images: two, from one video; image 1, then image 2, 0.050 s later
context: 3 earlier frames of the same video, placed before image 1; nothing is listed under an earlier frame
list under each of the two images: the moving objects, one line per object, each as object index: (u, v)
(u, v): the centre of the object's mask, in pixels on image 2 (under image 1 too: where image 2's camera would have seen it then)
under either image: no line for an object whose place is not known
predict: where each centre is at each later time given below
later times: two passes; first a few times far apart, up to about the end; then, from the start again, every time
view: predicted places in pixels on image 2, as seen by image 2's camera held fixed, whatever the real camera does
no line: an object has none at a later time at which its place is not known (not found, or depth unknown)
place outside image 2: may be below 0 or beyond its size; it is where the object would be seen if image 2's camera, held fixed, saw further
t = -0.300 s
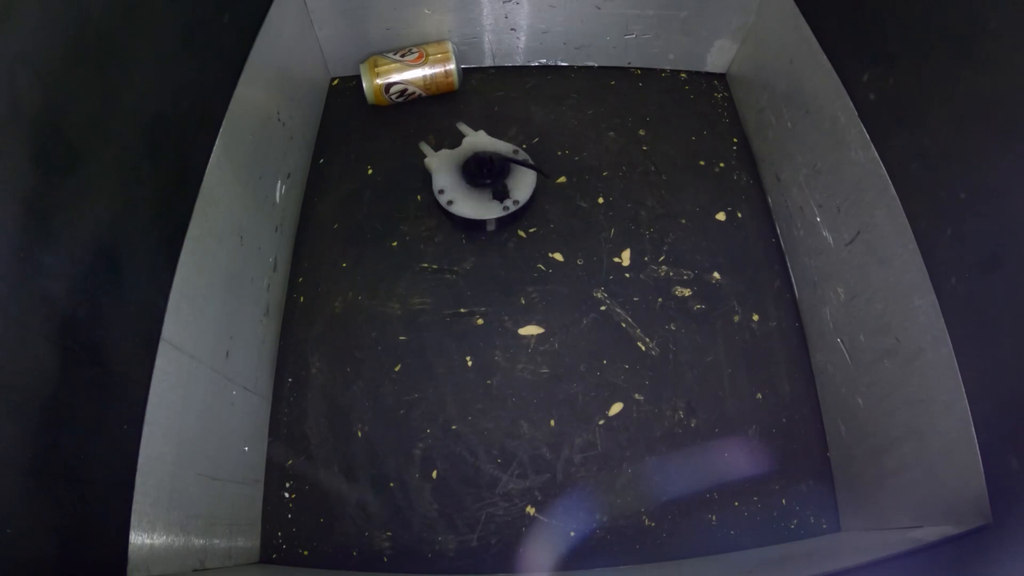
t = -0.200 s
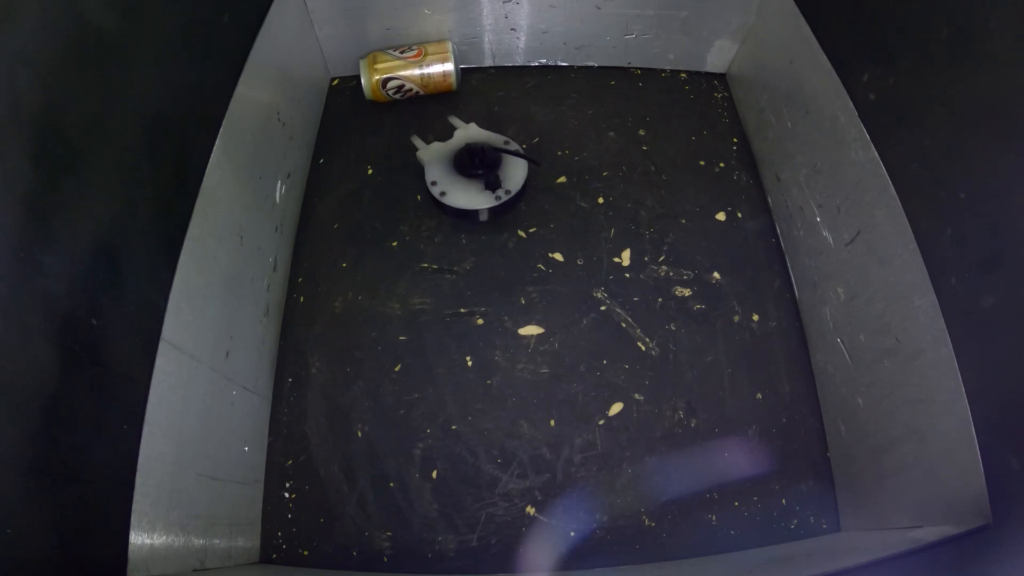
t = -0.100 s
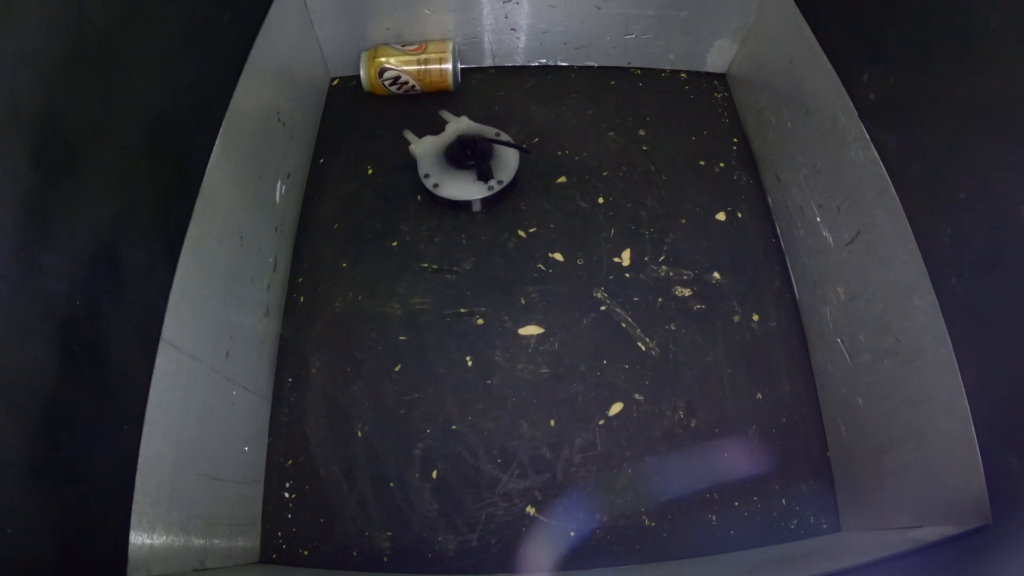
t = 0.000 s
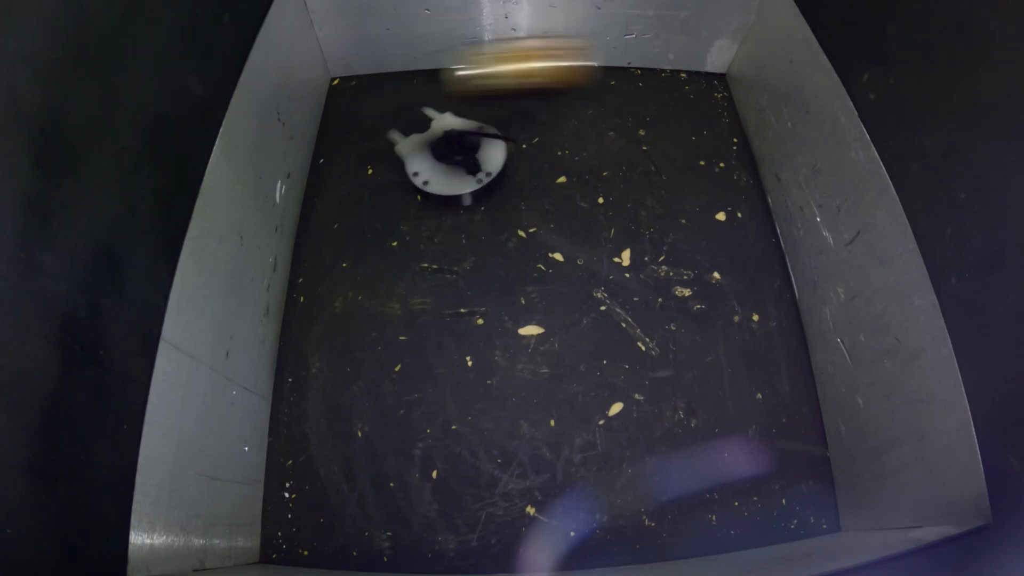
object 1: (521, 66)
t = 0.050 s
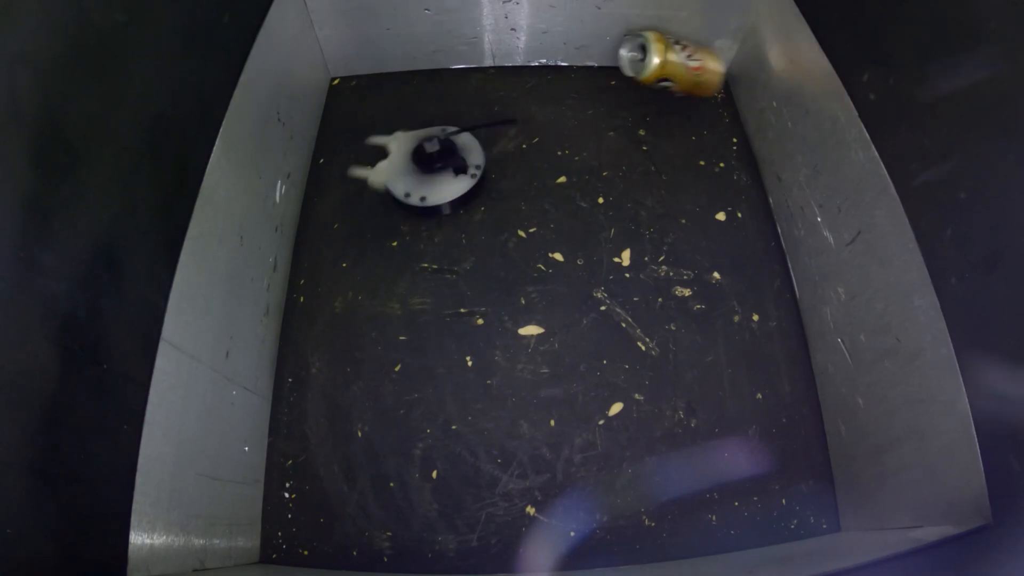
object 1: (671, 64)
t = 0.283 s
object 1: (542, 125)
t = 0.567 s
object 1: (583, 178)
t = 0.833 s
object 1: (632, 255)
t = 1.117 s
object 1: (699, 342)
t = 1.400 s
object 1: (767, 436)
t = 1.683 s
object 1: (794, 489)
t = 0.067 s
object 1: (651, 64)
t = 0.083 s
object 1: (631, 65)
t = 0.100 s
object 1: (607, 68)
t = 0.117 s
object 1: (593, 76)
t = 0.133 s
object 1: (567, 86)
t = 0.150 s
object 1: (543, 97)
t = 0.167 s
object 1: (528, 108)
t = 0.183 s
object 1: (519, 118)
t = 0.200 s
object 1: (516, 123)
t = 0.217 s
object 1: (518, 127)
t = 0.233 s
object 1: (523, 125)
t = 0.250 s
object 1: (529, 123)
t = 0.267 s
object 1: (536, 124)
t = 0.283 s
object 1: (542, 125)
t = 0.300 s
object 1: (548, 129)
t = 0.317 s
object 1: (554, 134)
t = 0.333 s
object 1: (559, 138)
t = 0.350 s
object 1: (559, 136)
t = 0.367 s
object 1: (558, 135)
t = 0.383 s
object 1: (557, 136)
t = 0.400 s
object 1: (559, 138)
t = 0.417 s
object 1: (561, 142)
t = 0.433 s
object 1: (563, 147)
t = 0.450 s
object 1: (565, 149)
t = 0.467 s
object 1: (568, 151)
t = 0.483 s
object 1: (570, 155)
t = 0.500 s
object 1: (572, 161)
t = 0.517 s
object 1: (574, 167)
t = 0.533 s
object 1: (577, 171)
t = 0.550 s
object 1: (580, 174)
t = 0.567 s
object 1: (583, 178)
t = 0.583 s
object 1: (586, 183)
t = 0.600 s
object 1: (588, 187)
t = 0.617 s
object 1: (591, 193)
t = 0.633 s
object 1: (594, 197)
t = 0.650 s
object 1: (597, 201)
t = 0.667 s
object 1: (598, 203)
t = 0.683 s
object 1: (601, 208)
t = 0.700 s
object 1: (604, 213)
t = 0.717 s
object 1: (607, 219)
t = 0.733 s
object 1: (610, 223)
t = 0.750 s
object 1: (613, 228)
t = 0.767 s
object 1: (617, 233)
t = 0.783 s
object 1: (620, 239)
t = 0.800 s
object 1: (624, 244)
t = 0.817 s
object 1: (628, 249)
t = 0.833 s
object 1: (632, 255)
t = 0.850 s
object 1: (636, 260)
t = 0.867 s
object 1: (641, 264)
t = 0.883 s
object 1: (646, 268)
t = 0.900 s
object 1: (650, 273)
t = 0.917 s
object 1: (654, 278)
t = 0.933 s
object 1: (657, 283)
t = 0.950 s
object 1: (660, 289)
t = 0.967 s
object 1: (663, 295)
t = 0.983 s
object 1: (667, 300)
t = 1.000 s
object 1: (671, 305)
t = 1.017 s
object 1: (674, 311)
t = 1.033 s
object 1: (679, 316)
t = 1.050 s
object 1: (683, 321)
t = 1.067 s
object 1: (687, 326)
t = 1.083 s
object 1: (691, 331)
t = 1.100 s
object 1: (695, 336)
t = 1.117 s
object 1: (699, 342)
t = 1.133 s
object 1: (703, 347)
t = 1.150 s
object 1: (707, 353)
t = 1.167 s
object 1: (711, 358)
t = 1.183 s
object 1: (715, 364)
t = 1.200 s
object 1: (719, 369)
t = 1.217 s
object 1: (723, 375)
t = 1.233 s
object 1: (727, 380)
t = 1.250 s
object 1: (731, 386)
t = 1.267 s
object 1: (735, 391)
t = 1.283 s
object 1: (739, 397)
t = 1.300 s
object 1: (743, 402)
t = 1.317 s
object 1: (747, 408)
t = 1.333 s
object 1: (751, 413)
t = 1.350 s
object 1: (755, 419)
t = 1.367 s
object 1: (759, 425)
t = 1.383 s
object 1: (763, 431)
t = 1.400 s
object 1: (767, 436)
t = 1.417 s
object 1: (771, 442)
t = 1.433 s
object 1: (777, 446)
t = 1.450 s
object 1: (781, 450)
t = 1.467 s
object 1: (785, 455)
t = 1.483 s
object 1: (788, 459)
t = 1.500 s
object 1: (790, 464)
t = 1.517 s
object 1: (792, 469)
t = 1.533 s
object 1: (793, 474)
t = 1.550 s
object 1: (794, 479)
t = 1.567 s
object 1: (794, 483)
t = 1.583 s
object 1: (795, 485)
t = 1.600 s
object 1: (793, 485)
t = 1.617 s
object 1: (793, 486)
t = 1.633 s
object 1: (793, 486)
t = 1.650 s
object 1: (793, 487)
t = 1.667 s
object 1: (794, 488)
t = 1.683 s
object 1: (794, 489)
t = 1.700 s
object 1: (794, 490)
